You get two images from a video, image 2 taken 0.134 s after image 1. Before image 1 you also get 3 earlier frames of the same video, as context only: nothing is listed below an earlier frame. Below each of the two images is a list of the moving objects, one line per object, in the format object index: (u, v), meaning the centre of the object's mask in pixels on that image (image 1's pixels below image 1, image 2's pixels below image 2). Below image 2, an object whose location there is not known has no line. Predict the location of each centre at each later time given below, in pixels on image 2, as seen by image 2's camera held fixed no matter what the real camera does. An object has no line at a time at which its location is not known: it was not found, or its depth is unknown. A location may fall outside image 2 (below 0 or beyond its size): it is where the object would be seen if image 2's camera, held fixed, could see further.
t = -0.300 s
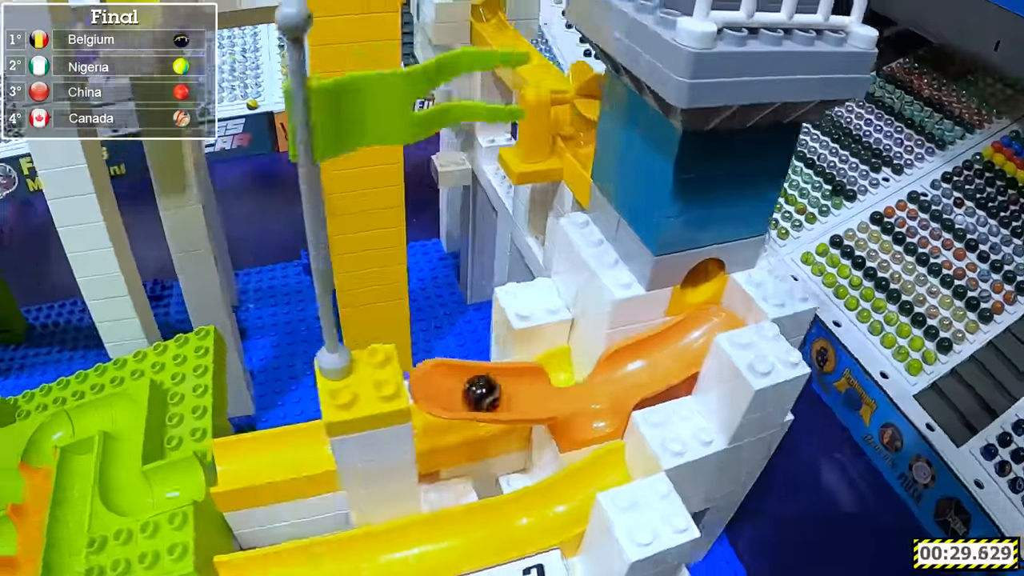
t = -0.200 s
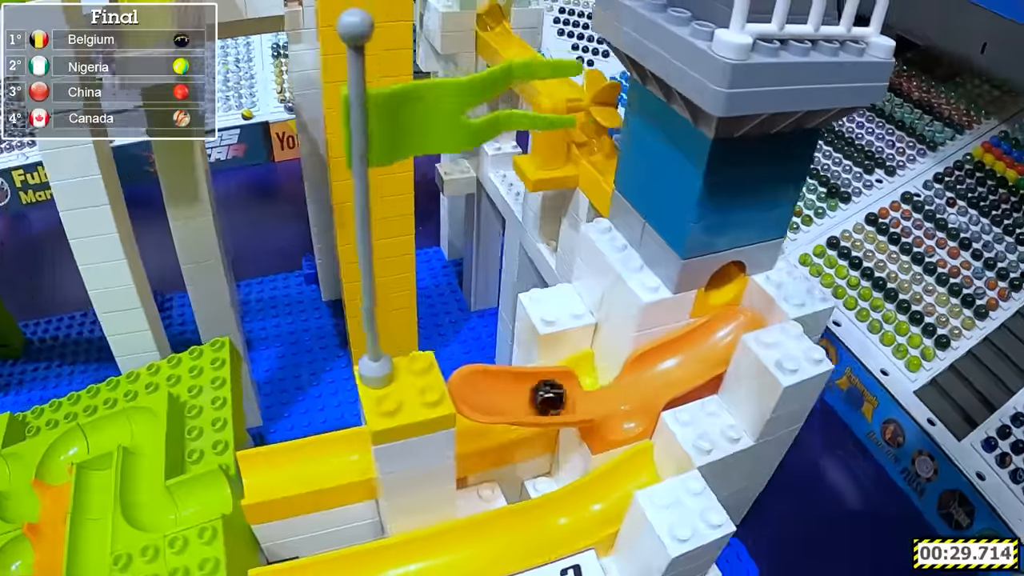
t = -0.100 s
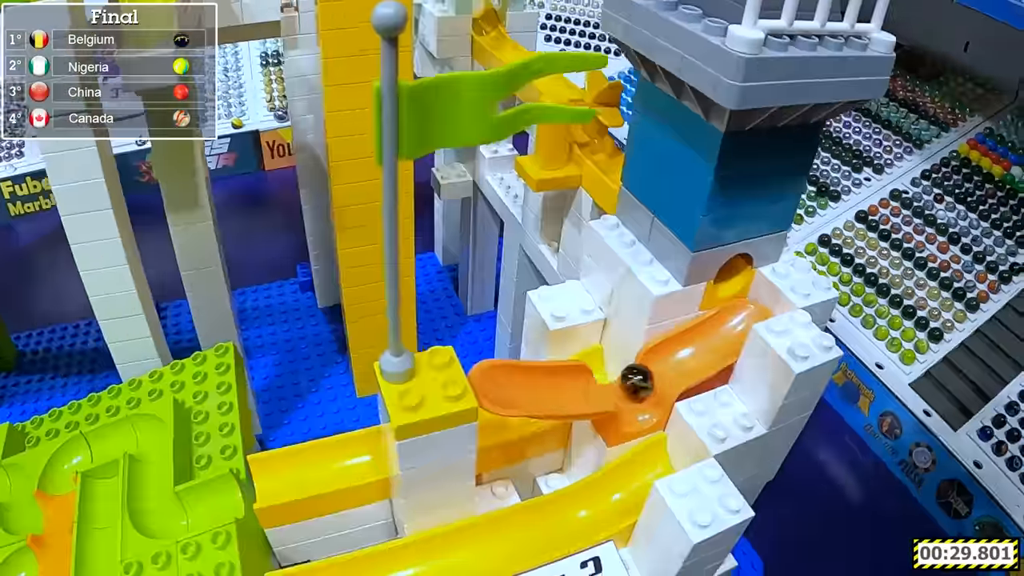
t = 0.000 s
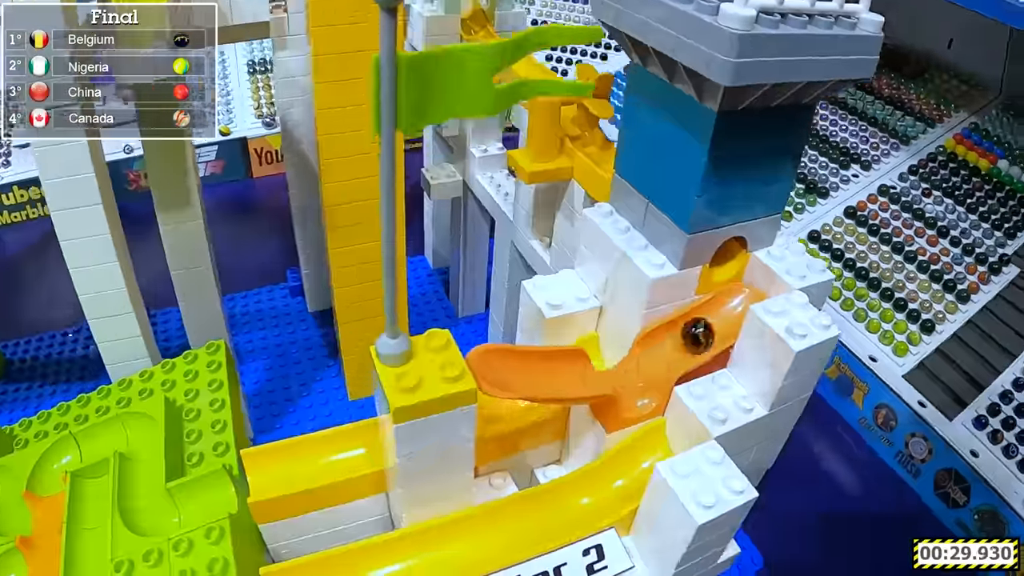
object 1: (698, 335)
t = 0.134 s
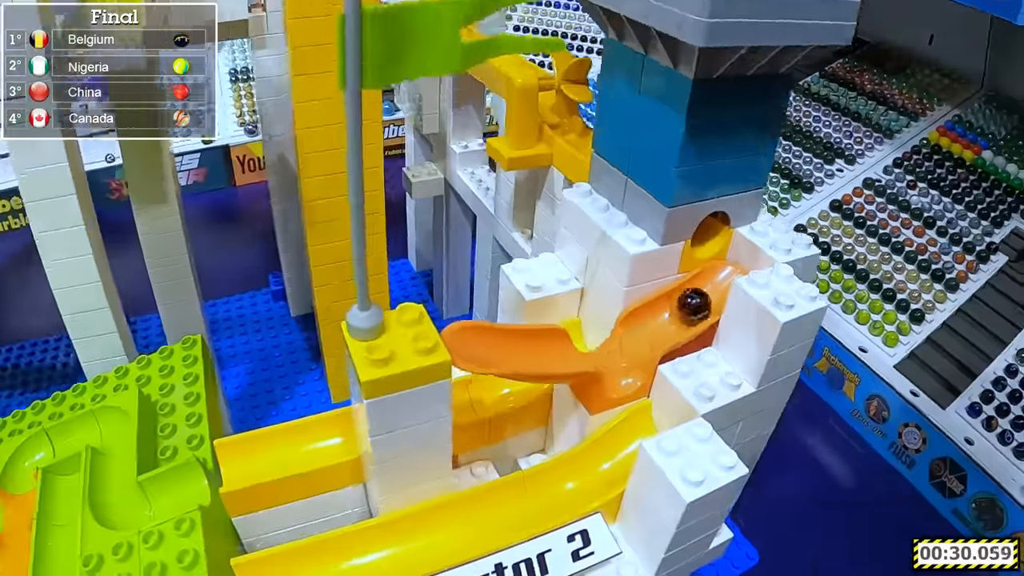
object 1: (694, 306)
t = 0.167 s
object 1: (682, 314)
